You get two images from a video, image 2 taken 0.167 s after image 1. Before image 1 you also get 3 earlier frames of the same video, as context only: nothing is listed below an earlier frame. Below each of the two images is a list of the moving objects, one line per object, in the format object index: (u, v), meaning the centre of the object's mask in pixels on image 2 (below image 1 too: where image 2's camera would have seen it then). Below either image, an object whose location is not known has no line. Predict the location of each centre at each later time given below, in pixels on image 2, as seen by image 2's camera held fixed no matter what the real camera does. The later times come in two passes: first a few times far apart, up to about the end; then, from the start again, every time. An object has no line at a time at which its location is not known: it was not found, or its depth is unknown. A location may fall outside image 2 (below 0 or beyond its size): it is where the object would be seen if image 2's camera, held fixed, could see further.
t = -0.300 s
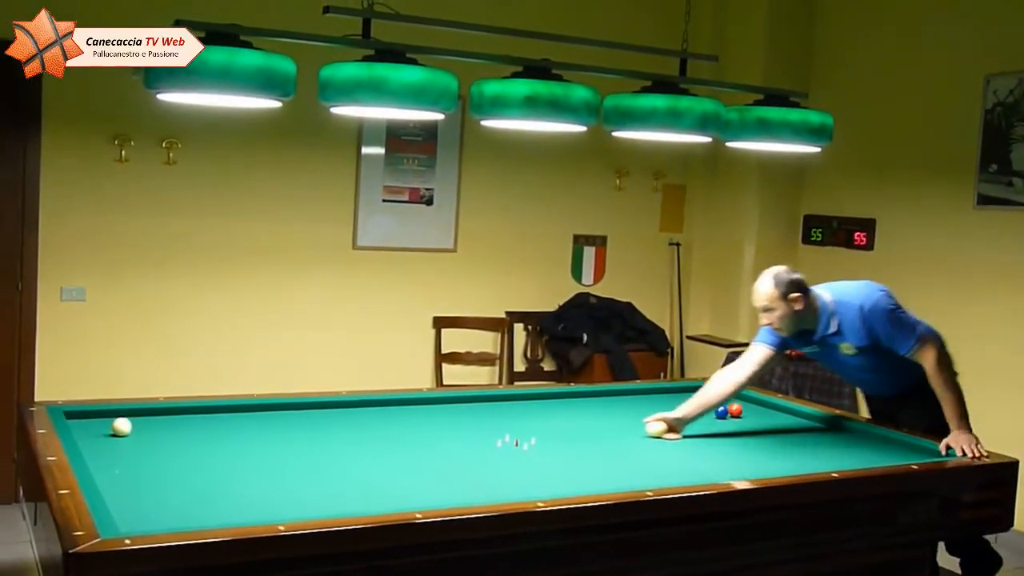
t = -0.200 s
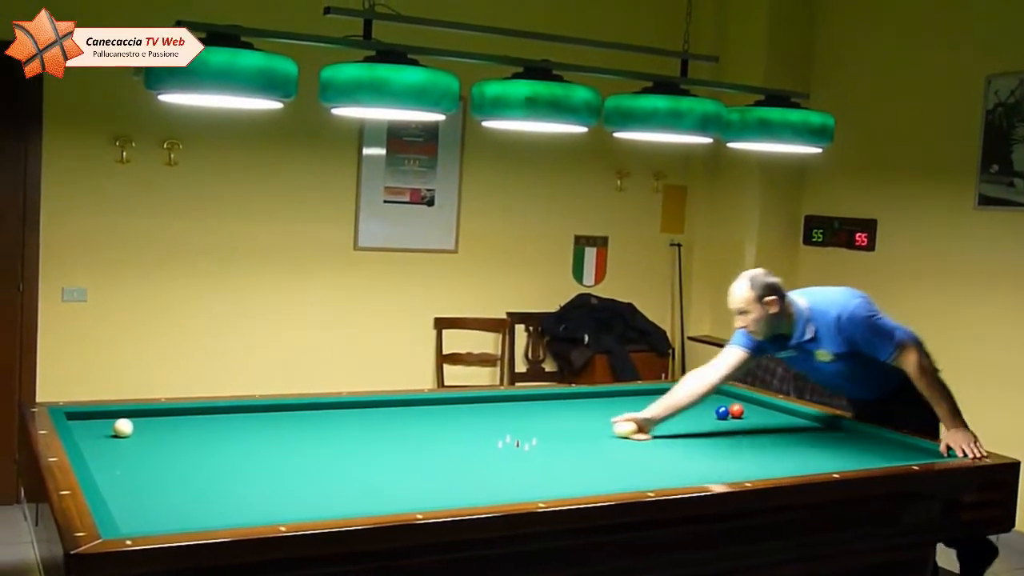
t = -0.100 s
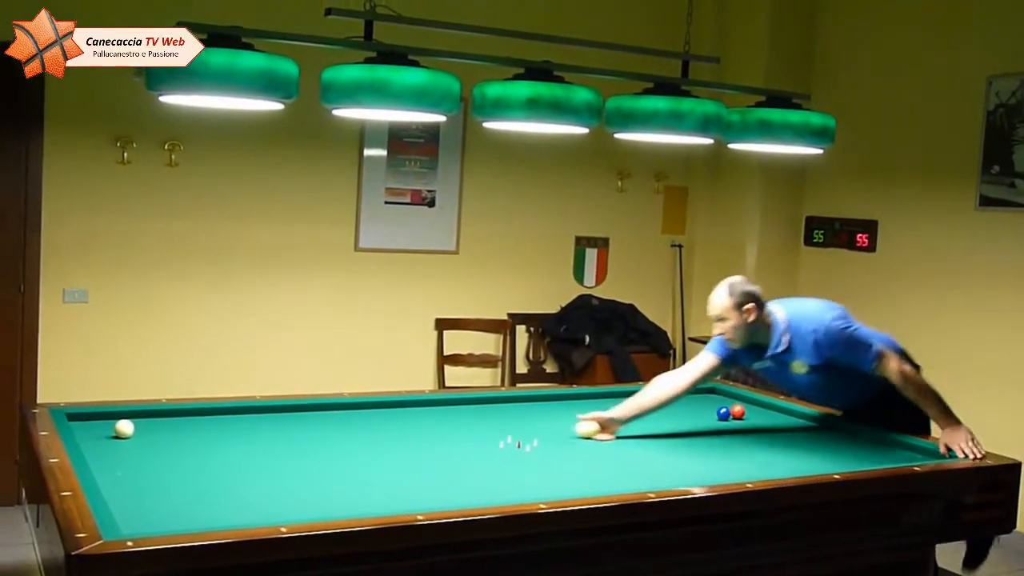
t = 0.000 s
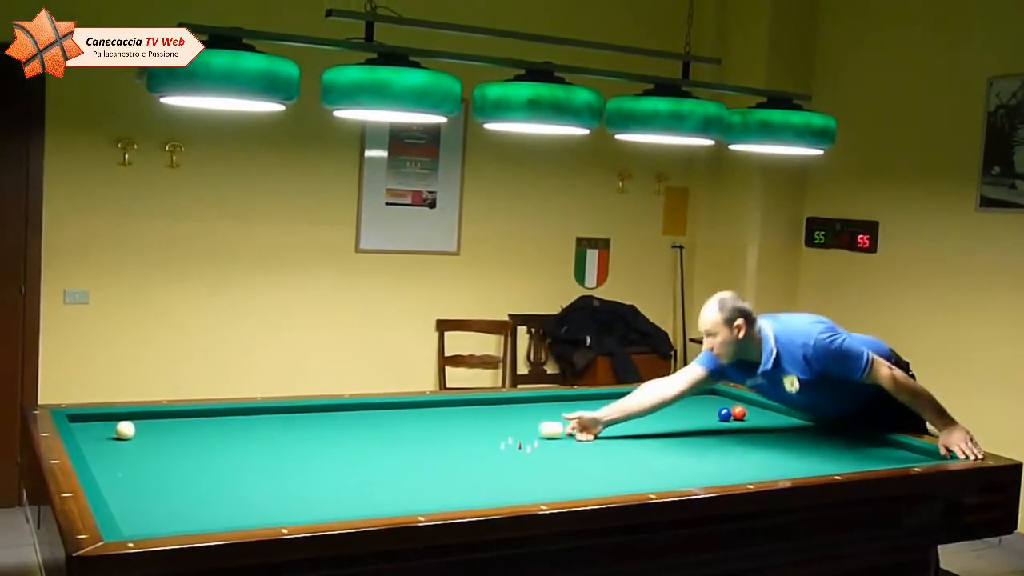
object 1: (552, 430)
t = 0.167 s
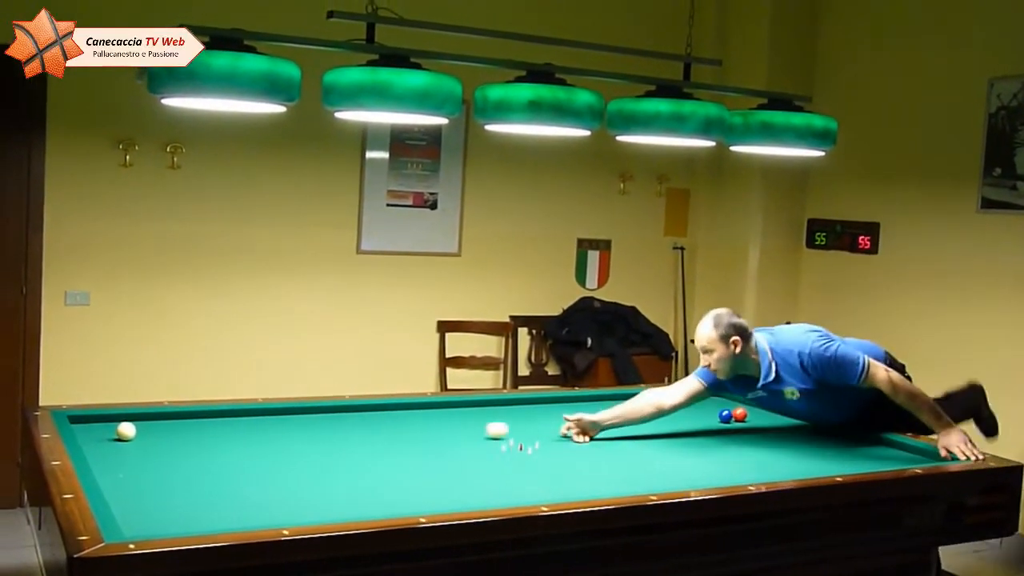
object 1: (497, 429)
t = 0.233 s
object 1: (477, 429)
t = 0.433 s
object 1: (419, 428)
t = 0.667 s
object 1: (351, 426)
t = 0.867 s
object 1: (293, 425)
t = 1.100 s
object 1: (225, 424)
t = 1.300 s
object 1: (165, 422)
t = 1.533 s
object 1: (96, 420)
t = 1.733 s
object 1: (105, 417)
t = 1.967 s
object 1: (140, 416)
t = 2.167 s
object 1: (165, 416)
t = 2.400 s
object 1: (195, 416)
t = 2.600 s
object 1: (219, 416)
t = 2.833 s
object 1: (246, 416)
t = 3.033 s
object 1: (269, 416)
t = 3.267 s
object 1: (294, 417)
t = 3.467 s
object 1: (315, 417)
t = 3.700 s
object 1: (339, 417)
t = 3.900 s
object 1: (359, 417)
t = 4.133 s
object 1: (382, 417)
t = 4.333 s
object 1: (401, 417)
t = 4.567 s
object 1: (422, 417)
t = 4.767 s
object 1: (440, 417)
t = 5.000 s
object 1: (460, 418)
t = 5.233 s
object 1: (479, 418)
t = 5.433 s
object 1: (495, 418)
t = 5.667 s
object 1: (513, 418)
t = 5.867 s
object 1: (528, 417)
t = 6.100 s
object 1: (545, 417)
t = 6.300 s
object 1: (558, 417)
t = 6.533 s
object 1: (574, 417)
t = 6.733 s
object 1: (587, 417)
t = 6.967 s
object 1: (601, 417)
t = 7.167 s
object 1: (613, 417)
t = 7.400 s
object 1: (626, 417)
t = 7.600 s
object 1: (637, 417)
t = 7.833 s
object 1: (649, 417)
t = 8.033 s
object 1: (658, 416)
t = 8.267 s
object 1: (669, 416)
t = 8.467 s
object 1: (678, 416)
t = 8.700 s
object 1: (688, 416)
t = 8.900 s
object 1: (696, 416)
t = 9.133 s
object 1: (704, 416)
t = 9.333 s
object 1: (711, 416)
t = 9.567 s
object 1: (715, 416)
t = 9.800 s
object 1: (716, 416)
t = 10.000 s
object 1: (718, 415)
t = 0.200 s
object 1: (487, 429)
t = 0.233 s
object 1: (477, 429)
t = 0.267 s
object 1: (468, 428)
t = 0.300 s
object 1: (458, 428)
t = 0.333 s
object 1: (448, 428)
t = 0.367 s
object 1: (439, 428)
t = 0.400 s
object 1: (429, 428)
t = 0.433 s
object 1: (419, 428)
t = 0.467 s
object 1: (409, 427)
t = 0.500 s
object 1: (400, 427)
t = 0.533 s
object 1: (390, 427)
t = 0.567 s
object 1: (380, 427)
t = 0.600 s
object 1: (370, 427)
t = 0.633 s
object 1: (361, 426)
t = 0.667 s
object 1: (351, 426)
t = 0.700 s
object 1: (342, 426)
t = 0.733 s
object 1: (332, 426)
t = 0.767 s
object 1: (322, 426)
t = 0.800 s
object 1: (313, 426)
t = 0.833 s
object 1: (303, 425)
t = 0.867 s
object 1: (293, 425)
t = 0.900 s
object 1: (283, 425)
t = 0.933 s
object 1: (273, 425)
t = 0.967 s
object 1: (263, 424)
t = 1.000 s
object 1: (254, 424)
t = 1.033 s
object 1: (244, 424)
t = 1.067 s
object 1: (234, 424)
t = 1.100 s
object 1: (225, 424)
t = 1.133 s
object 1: (214, 423)
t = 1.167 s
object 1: (205, 423)
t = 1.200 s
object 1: (195, 423)
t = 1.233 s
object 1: (185, 422)
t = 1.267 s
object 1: (175, 422)
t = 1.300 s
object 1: (165, 422)
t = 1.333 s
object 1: (156, 422)
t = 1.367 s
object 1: (146, 421)
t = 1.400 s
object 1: (137, 421)
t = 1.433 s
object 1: (126, 419)
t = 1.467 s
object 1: (114, 420)
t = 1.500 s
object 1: (106, 421)
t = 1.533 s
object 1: (96, 420)
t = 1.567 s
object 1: (85, 421)
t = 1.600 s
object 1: (79, 420)
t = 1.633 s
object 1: (85, 419)
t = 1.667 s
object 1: (92, 419)
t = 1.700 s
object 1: (99, 418)
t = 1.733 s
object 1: (105, 417)
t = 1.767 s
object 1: (111, 417)
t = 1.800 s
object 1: (116, 416)
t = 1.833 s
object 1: (121, 416)
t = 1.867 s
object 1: (126, 415)
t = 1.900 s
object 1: (131, 415)
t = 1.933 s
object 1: (136, 416)
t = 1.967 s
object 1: (140, 416)
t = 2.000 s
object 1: (144, 416)
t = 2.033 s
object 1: (148, 416)
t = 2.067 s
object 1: (152, 417)
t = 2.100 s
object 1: (157, 416)
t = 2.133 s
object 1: (161, 416)
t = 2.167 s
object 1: (165, 416)
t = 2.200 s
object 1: (170, 416)
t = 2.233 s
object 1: (174, 416)
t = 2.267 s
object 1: (178, 416)
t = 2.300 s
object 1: (182, 416)
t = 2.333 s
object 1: (186, 416)
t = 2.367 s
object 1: (190, 416)
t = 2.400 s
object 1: (195, 416)
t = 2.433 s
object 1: (199, 416)
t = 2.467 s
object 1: (203, 416)
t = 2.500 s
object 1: (207, 416)
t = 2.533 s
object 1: (211, 416)
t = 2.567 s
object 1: (215, 416)
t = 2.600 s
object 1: (219, 416)
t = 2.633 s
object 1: (223, 416)
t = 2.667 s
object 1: (227, 416)
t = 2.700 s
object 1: (231, 416)
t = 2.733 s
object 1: (234, 416)
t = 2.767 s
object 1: (238, 416)
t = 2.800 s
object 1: (242, 416)
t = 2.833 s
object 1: (246, 416)
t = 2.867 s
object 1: (250, 416)
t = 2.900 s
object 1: (254, 416)
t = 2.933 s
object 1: (257, 416)
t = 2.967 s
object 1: (261, 416)
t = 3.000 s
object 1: (265, 416)
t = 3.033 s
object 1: (269, 416)
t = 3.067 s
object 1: (272, 416)
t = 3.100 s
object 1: (276, 416)
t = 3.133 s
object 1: (280, 416)
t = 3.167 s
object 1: (283, 417)
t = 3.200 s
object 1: (287, 417)
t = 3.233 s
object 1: (291, 417)
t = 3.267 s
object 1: (294, 417)
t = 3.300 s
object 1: (298, 417)
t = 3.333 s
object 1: (302, 417)
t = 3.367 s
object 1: (305, 417)
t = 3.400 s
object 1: (309, 417)
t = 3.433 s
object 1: (312, 417)
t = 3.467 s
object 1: (315, 417)
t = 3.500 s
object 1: (319, 417)
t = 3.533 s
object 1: (322, 417)
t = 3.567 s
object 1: (326, 417)
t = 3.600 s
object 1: (329, 417)
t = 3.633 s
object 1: (333, 417)
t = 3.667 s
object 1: (336, 417)
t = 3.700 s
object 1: (339, 417)
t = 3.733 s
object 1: (343, 417)
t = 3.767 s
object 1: (346, 417)
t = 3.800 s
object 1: (349, 417)
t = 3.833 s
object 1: (353, 417)
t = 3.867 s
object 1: (356, 417)
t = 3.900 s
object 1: (359, 417)
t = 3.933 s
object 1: (363, 417)
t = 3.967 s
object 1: (366, 417)
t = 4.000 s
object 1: (369, 417)
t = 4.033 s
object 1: (372, 417)
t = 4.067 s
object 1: (376, 417)
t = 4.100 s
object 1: (379, 417)
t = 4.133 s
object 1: (382, 417)
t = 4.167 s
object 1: (385, 417)
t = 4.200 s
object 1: (388, 417)
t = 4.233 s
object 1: (391, 417)
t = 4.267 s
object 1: (394, 417)
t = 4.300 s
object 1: (398, 417)
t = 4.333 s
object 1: (401, 417)
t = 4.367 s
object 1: (404, 417)
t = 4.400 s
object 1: (407, 417)
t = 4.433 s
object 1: (410, 417)
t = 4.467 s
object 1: (413, 417)
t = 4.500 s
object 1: (417, 417)
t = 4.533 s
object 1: (419, 417)
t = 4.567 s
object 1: (422, 417)
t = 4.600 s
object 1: (425, 417)
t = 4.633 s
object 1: (428, 417)
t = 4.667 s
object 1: (431, 417)
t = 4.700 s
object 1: (434, 417)
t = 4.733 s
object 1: (437, 417)
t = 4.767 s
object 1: (440, 417)
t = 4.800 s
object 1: (443, 417)
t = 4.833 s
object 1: (446, 417)
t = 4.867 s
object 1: (448, 417)
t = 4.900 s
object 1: (451, 417)
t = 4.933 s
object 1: (454, 417)
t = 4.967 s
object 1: (457, 418)
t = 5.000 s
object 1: (460, 418)
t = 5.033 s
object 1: (462, 418)
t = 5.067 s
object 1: (465, 418)
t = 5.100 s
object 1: (468, 417)
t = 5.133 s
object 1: (471, 417)
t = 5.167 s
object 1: (473, 418)
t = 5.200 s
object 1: (476, 418)
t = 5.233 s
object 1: (479, 418)
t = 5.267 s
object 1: (481, 418)
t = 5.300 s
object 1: (484, 418)
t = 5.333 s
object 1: (487, 418)
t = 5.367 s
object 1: (490, 418)
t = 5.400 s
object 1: (492, 418)
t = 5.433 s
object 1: (495, 418)
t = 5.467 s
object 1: (498, 418)
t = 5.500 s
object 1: (500, 418)
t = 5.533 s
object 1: (503, 417)
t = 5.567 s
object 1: (505, 418)
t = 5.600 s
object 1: (508, 418)
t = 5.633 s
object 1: (511, 418)
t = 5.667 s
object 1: (513, 418)
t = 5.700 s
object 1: (516, 418)
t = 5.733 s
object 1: (518, 418)
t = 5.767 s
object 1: (521, 418)
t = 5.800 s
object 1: (523, 418)
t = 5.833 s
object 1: (526, 417)
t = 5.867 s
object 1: (528, 417)
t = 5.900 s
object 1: (530, 418)
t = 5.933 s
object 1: (533, 418)
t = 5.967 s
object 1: (535, 417)
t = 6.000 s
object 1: (538, 417)
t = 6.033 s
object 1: (540, 417)
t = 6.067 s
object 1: (542, 417)
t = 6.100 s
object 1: (545, 417)
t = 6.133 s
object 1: (547, 417)
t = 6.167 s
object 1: (549, 418)
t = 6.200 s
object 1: (552, 417)
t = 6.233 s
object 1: (554, 417)
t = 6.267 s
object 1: (556, 417)
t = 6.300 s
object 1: (558, 417)
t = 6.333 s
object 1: (561, 417)
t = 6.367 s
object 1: (563, 417)
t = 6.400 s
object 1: (565, 417)
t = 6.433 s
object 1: (567, 417)
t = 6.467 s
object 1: (570, 417)
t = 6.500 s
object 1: (572, 417)
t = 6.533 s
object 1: (574, 417)
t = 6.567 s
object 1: (576, 417)
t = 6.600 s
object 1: (578, 417)
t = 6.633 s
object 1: (580, 417)
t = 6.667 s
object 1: (583, 417)
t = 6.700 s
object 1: (585, 417)
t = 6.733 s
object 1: (587, 417)
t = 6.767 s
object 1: (589, 417)
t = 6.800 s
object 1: (591, 417)
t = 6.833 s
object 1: (593, 417)
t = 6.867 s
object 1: (595, 417)
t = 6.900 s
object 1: (597, 417)
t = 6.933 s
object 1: (599, 417)
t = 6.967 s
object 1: (601, 417)
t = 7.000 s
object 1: (603, 417)
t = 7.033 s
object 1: (605, 417)
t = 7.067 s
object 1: (607, 417)
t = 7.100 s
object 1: (609, 417)
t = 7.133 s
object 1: (611, 417)
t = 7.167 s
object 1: (613, 417)
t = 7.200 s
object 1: (615, 417)
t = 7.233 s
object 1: (617, 417)
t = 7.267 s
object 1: (619, 417)
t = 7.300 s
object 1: (621, 417)
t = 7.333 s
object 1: (622, 417)
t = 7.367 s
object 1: (624, 417)
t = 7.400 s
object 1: (626, 417)
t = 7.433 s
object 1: (628, 417)
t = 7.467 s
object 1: (630, 417)
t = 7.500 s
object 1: (632, 417)
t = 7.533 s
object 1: (633, 417)
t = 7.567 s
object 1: (635, 416)
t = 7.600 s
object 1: (637, 417)
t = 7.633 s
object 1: (638, 417)
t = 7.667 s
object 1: (640, 417)
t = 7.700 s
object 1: (642, 417)
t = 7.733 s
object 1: (644, 417)
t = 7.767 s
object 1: (645, 417)
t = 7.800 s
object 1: (647, 417)
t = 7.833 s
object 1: (649, 417)
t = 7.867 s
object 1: (650, 417)
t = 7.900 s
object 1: (652, 417)
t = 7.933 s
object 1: (654, 416)
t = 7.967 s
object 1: (655, 416)
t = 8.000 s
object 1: (657, 416)
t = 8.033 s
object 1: (658, 416)
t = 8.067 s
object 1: (660, 417)
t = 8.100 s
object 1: (662, 416)
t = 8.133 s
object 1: (663, 416)
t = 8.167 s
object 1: (665, 416)
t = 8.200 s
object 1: (666, 416)
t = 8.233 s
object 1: (668, 416)
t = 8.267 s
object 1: (669, 416)
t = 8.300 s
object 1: (671, 416)
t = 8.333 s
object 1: (672, 416)
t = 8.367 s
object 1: (674, 416)
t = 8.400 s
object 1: (676, 416)
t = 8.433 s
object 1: (677, 416)
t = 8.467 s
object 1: (678, 416)
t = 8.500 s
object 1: (679, 416)
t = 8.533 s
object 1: (681, 416)
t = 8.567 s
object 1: (682, 416)
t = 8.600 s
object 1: (684, 416)
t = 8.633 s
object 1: (685, 416)
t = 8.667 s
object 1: (687, 416)
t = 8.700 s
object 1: (688, 416)
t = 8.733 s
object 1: (689, 416)
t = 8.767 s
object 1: (691, 416)
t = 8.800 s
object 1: (692, 416)
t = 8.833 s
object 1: (693, 416)
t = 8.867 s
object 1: (695, 416)
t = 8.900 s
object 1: (696, 416)
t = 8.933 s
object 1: (697, 416)
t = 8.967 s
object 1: (698, 416)
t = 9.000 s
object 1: (700, 416)
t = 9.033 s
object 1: (701, 416)
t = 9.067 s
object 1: (702, 416)
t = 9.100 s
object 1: (703, 416)
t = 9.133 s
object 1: (704, 416)
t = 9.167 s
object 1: (705, 416)
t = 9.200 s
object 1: (707, 416)
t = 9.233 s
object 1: (709, 416)
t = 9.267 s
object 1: (709, 416)
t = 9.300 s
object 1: (711, 416)
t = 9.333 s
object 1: (711, 416)
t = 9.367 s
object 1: (712, 416)
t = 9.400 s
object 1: (713, 416)
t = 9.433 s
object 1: (713, 416)
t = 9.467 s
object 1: (714, 416)
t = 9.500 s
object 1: (714, 416)
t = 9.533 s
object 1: (714, 416)
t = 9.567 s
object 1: (715, 416)
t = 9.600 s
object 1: (715, 416)
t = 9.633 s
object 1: (716, 416)
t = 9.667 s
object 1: (716, 416)
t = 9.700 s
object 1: (716, 416)
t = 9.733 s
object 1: (716, 416)
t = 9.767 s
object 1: (717, 416)
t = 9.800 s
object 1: (716, 416)
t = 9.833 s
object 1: (717, 416)
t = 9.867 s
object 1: (717, 416)
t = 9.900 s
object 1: (717, 415)
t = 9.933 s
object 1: (718, 416)
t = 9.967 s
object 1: (718, 416)
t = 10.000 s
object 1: (718, 415)
